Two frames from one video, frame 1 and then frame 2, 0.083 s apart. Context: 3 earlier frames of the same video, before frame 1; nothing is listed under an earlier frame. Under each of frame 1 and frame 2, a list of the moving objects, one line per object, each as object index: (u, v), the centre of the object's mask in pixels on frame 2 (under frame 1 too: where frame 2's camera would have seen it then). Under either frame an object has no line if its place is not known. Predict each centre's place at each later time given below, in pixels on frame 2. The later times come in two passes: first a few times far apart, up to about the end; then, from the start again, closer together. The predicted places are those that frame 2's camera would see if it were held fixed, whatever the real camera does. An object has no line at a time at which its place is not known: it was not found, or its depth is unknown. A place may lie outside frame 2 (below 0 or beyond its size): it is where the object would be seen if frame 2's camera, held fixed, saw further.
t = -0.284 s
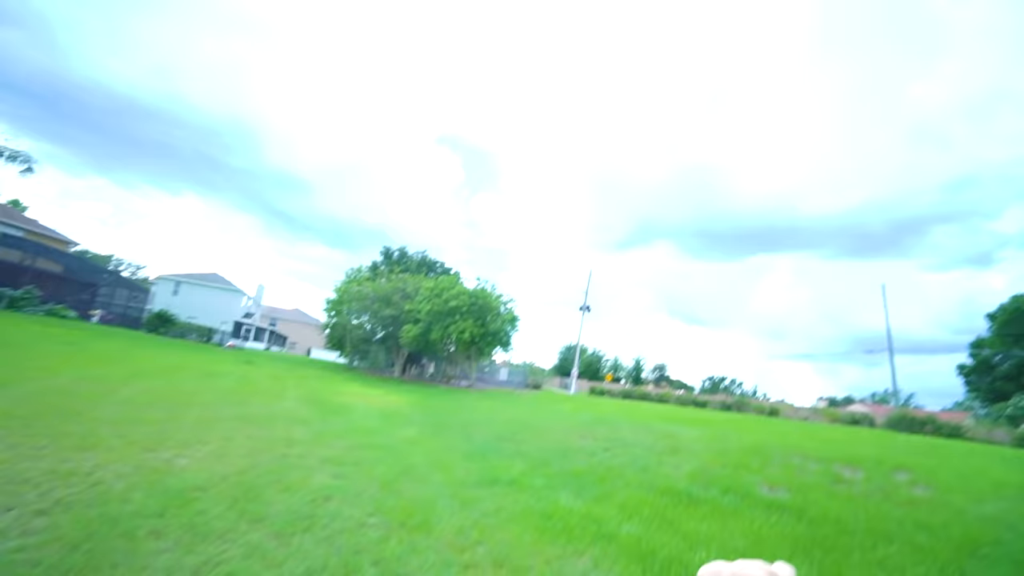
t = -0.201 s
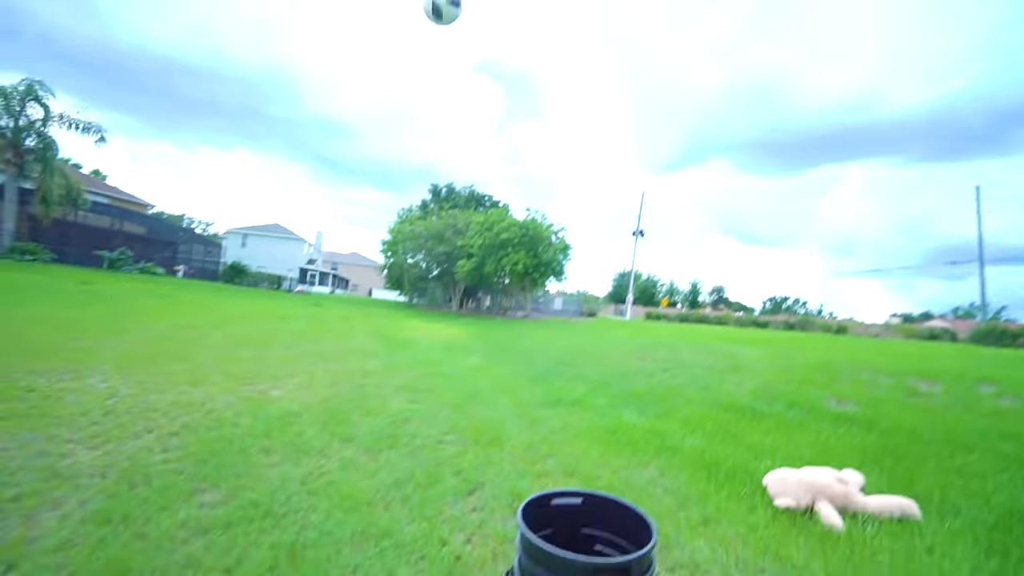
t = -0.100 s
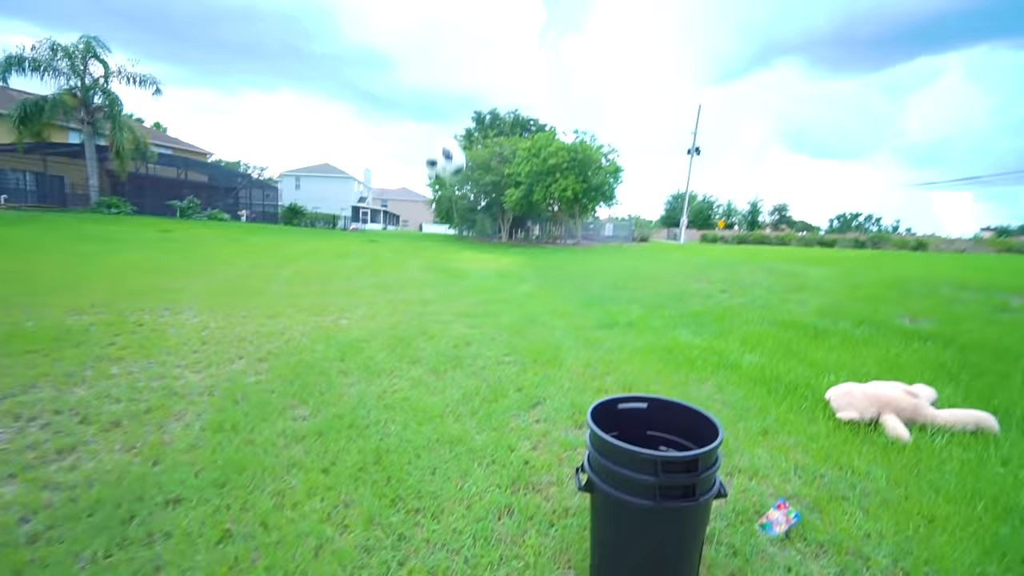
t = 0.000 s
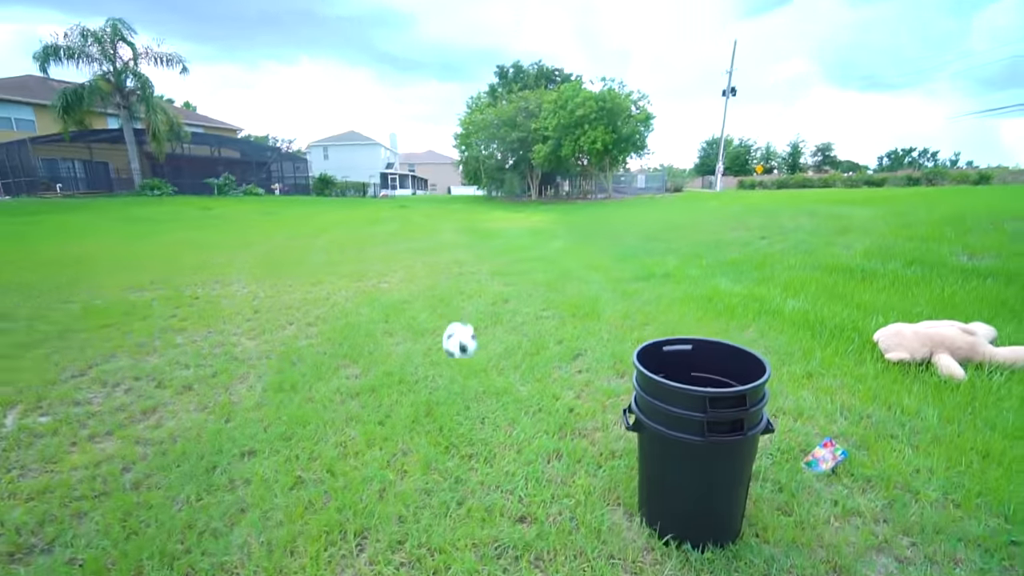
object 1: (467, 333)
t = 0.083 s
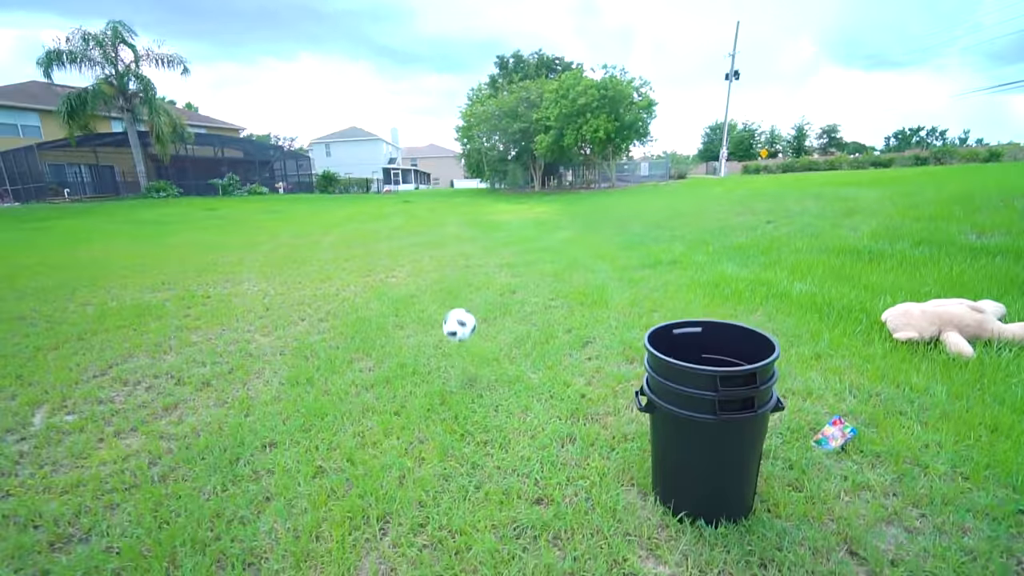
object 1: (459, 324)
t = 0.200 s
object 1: (446, 207)
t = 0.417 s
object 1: (429, 48)
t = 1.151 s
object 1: (391, 5)
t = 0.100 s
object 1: (456, 307)
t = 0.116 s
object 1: (455, 289)
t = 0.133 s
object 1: (453, 272)
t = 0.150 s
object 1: (451, 256)
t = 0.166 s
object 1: (449, 239)
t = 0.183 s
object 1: (447, 223)
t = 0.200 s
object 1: (446, 207)
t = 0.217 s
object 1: (444, 193)
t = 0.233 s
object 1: (443, 177)
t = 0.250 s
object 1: (442, 164)
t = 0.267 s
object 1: (442, 152)
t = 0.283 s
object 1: (440, 139)
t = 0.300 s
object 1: (439, 126)
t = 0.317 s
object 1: (438, 113)
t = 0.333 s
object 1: (437, 104)
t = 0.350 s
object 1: (435, 91)
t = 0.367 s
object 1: (432, 76)
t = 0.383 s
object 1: (431, 66)
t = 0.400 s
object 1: (430, 57)
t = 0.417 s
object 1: (429, 48)
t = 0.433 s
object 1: (428, 37)
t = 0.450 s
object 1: (426, 28)
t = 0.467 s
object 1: (425, 20)
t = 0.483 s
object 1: (424, 11)
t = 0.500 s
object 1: (422, 4)
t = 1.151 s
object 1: (391, 5)
